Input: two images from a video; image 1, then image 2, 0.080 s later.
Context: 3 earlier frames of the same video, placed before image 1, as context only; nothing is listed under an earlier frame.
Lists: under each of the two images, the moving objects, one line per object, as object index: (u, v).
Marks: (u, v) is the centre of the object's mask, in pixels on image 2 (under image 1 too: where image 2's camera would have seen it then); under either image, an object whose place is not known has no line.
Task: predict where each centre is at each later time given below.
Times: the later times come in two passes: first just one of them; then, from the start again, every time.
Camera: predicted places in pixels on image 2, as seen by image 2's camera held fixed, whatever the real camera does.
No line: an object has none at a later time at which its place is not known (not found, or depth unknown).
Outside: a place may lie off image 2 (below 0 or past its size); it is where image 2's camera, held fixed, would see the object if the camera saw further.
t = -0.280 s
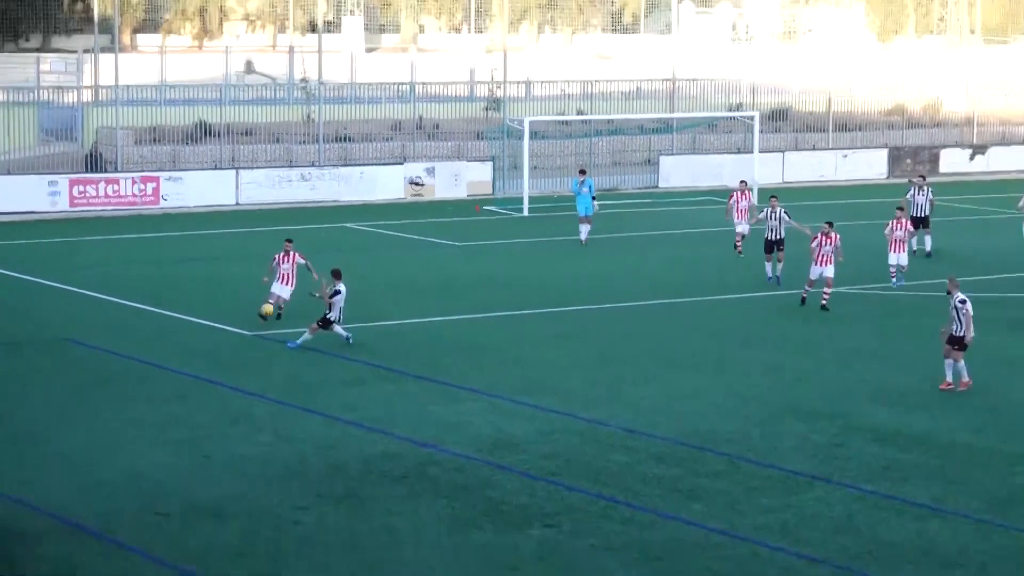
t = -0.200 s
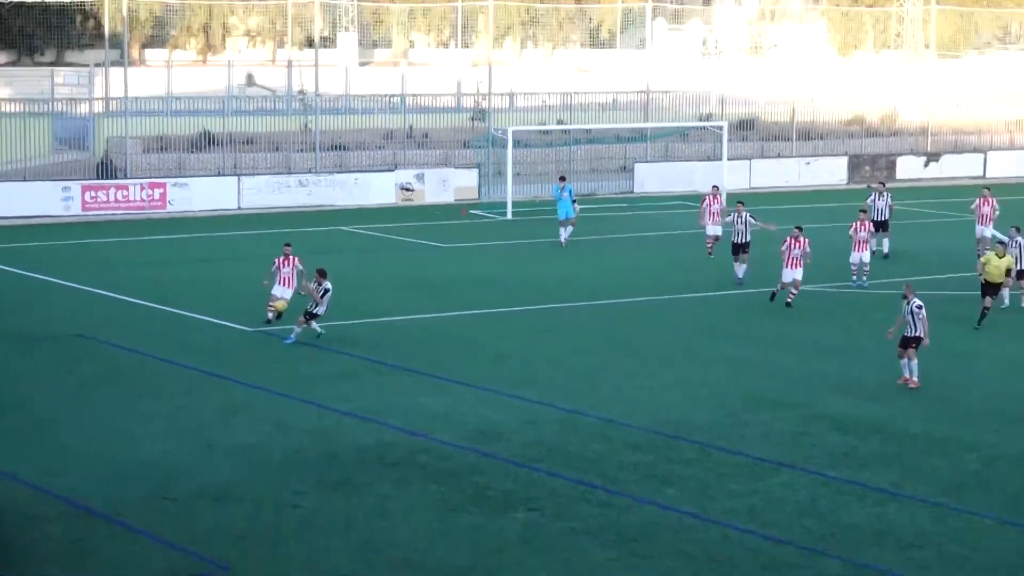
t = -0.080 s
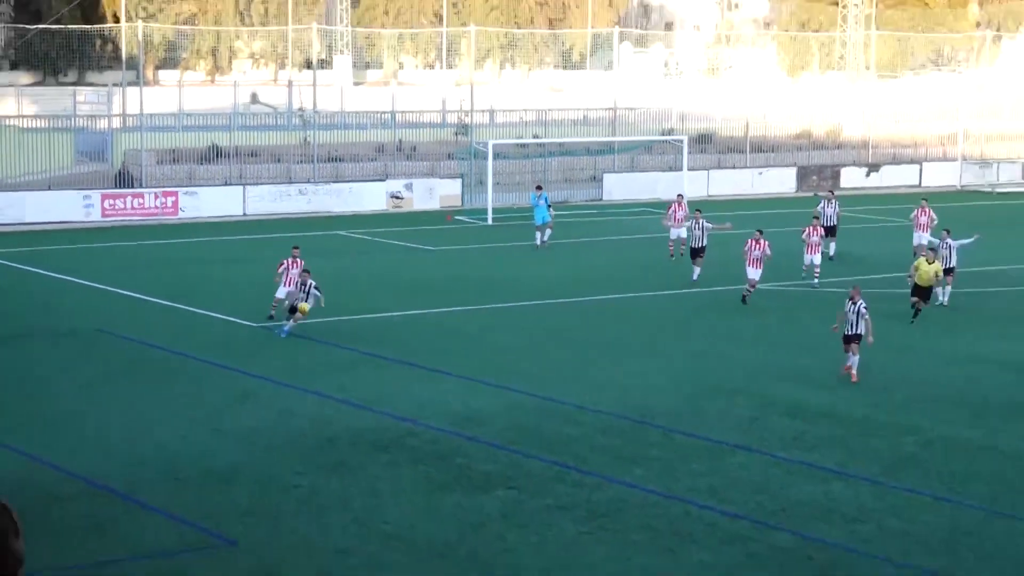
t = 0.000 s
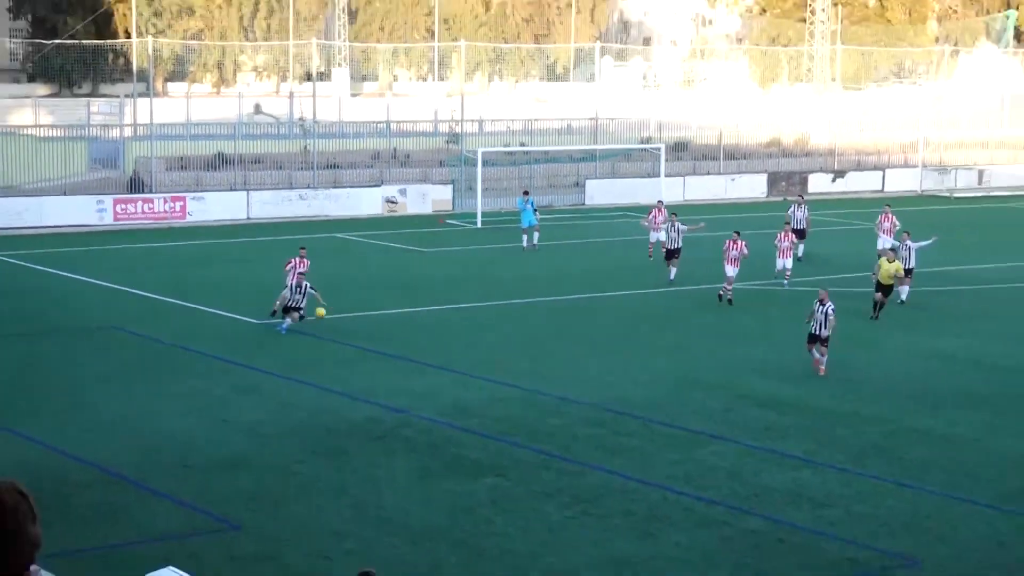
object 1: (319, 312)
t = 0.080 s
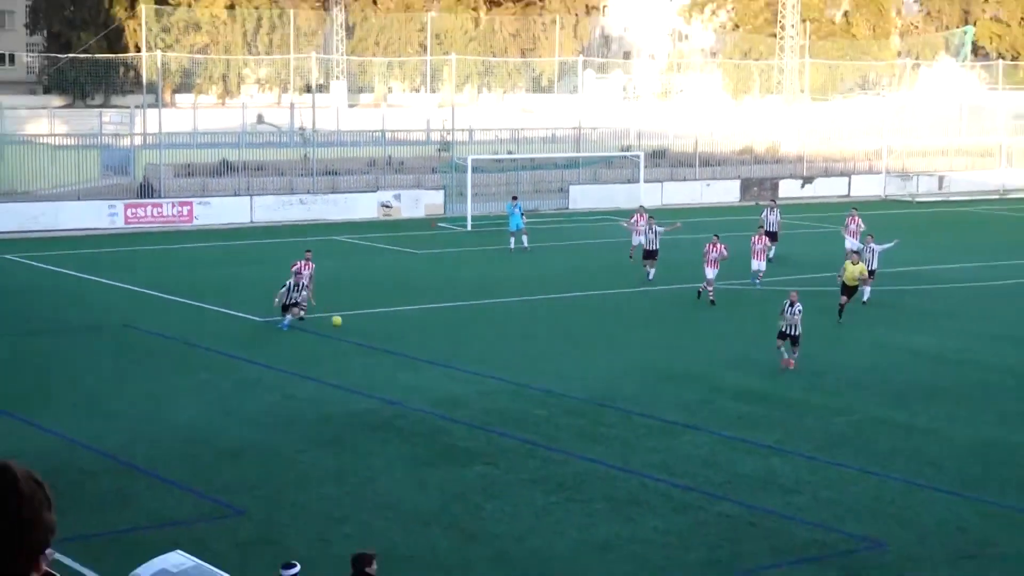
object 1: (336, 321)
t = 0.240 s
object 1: (376, 350)
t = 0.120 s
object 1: (346, 327)
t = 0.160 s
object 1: (356, 334)
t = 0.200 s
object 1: (366, 341)
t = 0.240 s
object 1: (376, 350)
